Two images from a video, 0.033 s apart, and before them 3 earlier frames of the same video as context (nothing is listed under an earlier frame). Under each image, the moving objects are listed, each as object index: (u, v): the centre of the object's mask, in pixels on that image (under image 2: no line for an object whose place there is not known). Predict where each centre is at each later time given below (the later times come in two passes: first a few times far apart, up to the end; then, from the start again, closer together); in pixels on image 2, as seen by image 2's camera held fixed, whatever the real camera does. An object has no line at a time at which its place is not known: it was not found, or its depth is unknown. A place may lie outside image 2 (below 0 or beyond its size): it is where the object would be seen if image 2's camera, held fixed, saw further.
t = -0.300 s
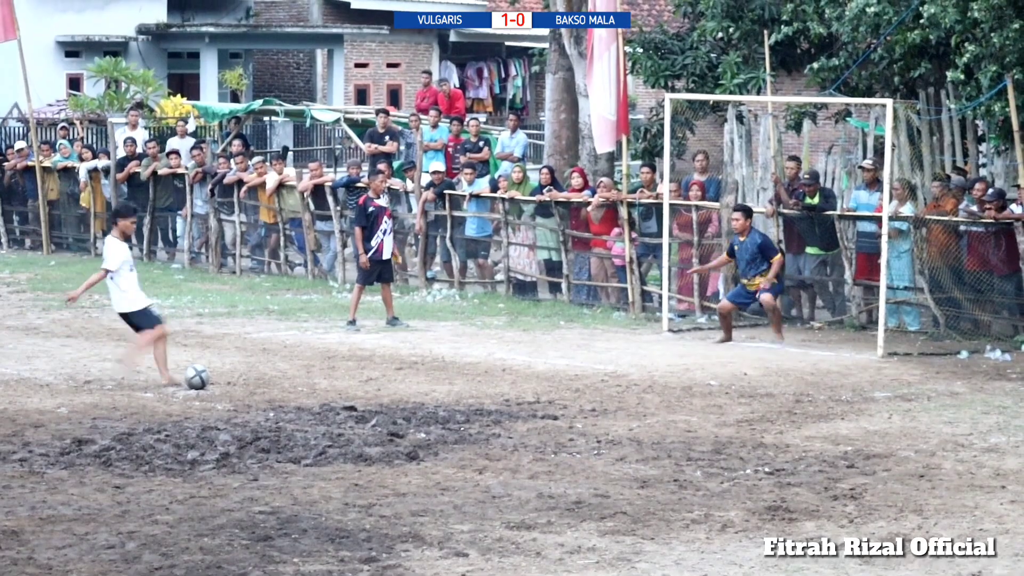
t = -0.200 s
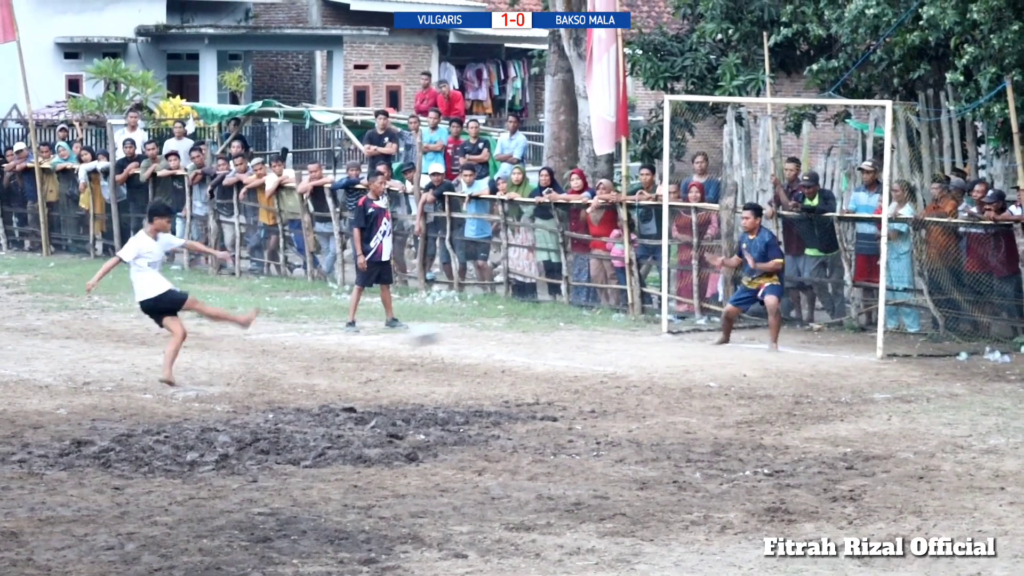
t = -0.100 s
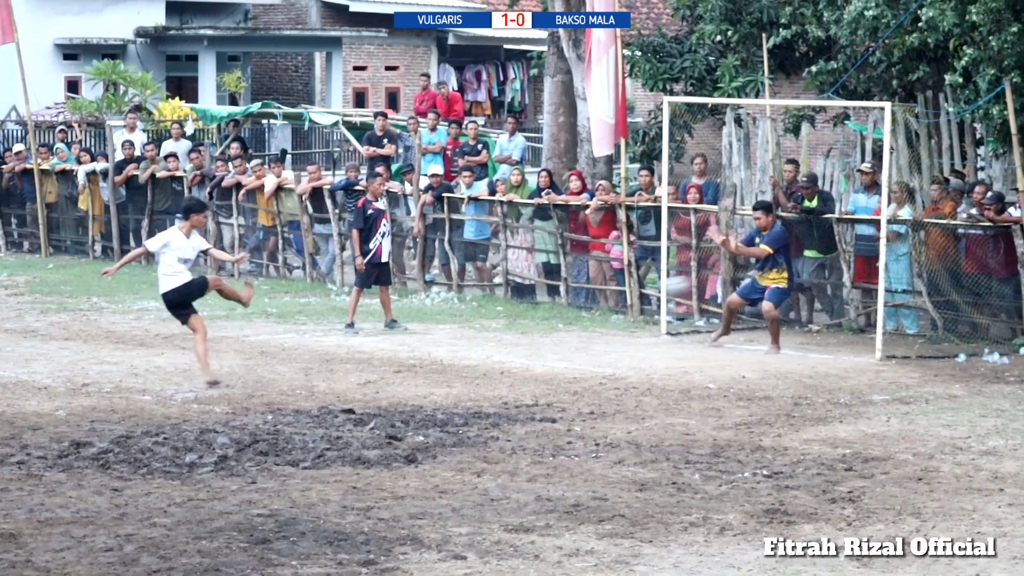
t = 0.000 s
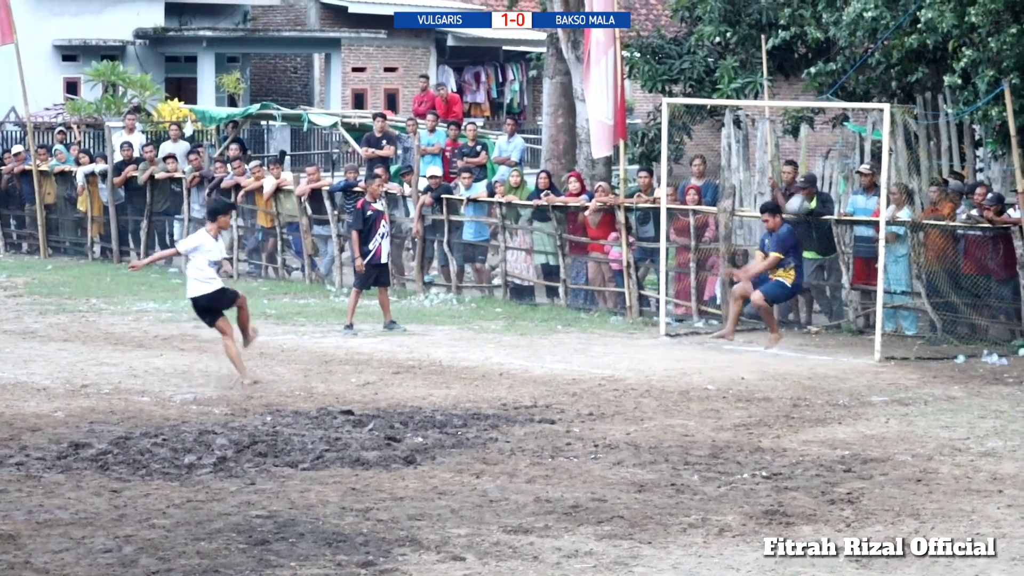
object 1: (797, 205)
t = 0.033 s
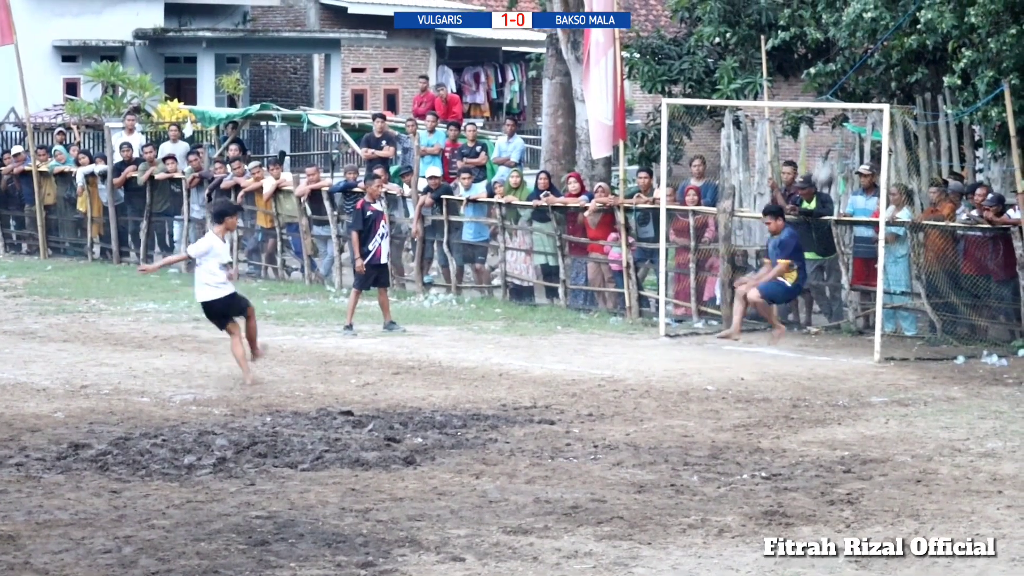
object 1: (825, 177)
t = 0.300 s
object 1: (740, 177)
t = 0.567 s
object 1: (606, 278)
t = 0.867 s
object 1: (512, 273)
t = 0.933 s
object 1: (498, 257)
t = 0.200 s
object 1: (789, 156)
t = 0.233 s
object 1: (772, 162)
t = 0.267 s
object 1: (757, 169)
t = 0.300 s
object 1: (740, 177)
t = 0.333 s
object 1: (723, 187)
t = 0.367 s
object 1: (705, 195)
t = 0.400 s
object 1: (688, 208)
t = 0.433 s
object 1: (672, 219)
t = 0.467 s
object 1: (654, 233)
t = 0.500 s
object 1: (639, 248)
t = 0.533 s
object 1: (622, 262)
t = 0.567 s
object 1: (606, 278)
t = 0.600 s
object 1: (588, 295)
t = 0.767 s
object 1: (533, 304)
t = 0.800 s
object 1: (526, 292)
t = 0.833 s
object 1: (519, 282)
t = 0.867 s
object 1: (512, 273)
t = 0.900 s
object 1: (506, 263)
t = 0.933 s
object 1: (498, 257)
